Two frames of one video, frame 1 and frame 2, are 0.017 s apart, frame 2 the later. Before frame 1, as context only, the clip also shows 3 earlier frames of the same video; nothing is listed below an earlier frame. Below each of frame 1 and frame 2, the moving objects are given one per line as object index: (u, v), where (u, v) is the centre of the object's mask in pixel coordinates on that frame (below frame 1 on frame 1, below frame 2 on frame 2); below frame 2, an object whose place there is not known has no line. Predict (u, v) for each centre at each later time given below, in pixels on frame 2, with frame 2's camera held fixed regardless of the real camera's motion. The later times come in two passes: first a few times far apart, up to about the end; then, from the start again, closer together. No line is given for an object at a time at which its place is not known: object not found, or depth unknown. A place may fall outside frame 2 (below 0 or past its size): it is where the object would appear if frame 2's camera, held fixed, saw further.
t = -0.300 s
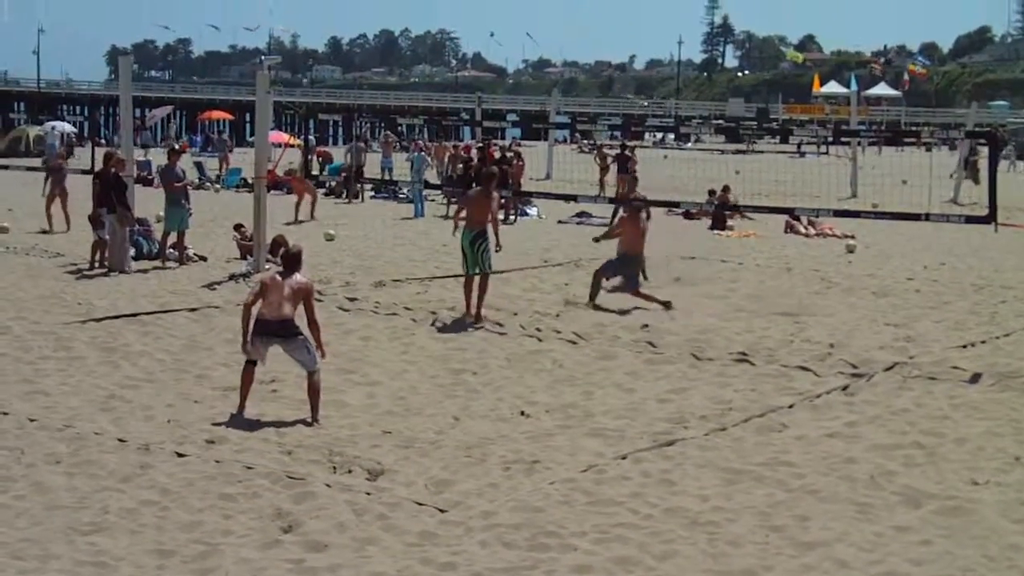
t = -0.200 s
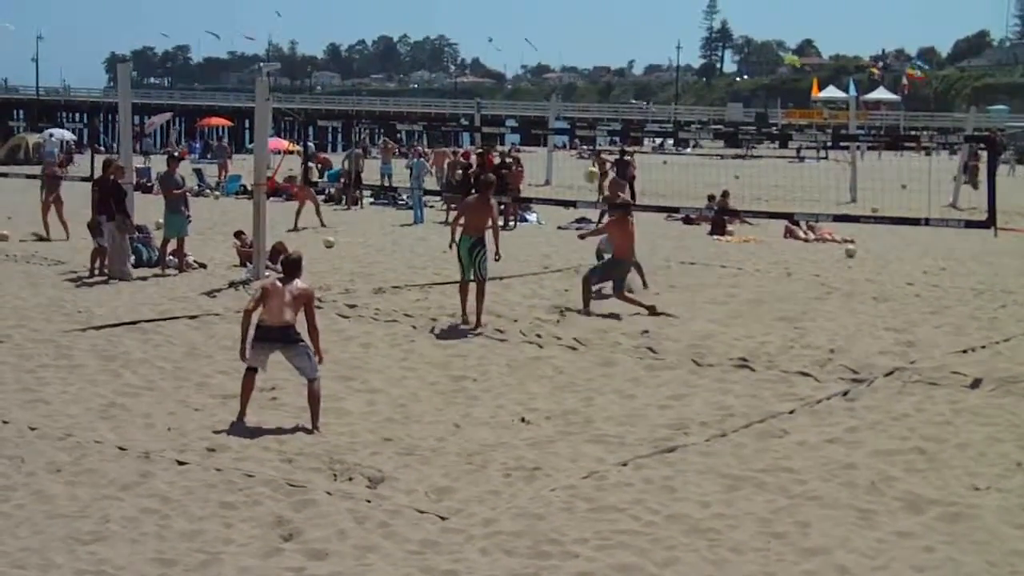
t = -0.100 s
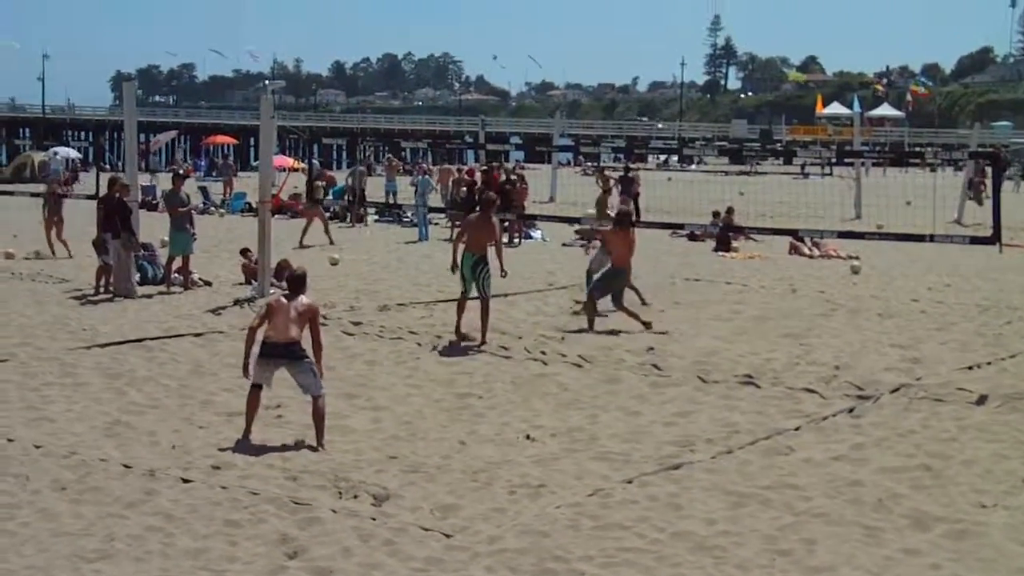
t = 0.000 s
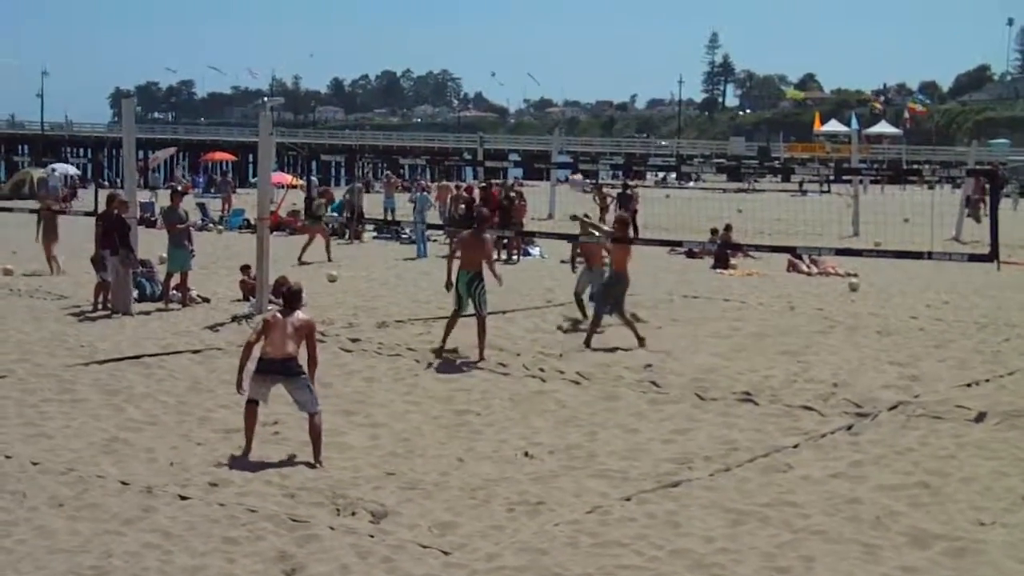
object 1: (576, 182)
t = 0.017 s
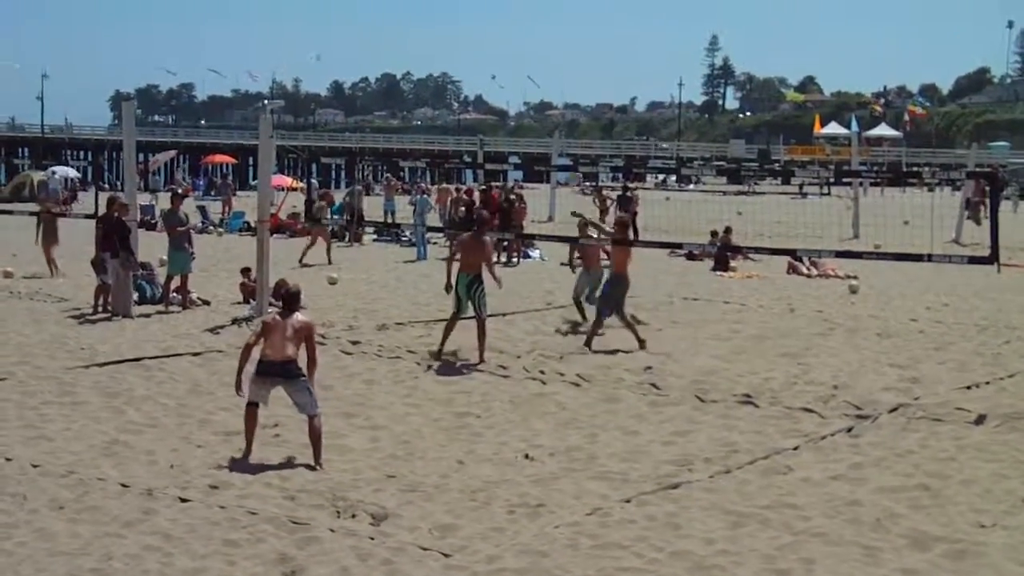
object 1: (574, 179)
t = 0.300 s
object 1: (542, 78)
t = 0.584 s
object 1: (518, 42)
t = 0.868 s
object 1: (500, 66)
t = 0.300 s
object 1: (542, 78)
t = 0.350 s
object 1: (538, 67)
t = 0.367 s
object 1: (537, 63)
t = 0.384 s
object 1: (535, 60)
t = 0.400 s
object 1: (533, 57)
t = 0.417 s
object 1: (532, 55)
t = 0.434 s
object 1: (530, 53)
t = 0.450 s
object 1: (529, 51)
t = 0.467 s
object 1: (527, 48)
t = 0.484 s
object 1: (526, 47)
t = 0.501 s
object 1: (525, 46)
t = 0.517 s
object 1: (523, 44)
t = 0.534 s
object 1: (522, 44)
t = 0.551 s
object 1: (521, 43)
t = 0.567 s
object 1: (520, 42)
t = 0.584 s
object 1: (518, 42)
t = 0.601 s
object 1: (517, 42)
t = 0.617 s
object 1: (516, 42)
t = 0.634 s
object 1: (514, 42)
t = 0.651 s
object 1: (513, 42)
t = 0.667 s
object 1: (512, 42)
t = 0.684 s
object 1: (511, 43)
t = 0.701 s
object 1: (510, 44)
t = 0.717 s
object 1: (509, 45)
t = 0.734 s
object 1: (508, 47)
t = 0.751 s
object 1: (506, 48)
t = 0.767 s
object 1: (505, 51)
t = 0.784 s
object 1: (504, 53)
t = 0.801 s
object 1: (503, 55)
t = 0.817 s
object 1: (502, 58)
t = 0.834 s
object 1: (501, 61)
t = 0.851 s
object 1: (501, 63)
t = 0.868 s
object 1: (500, 66)
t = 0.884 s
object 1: (499, 70)
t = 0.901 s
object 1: (498, 72)
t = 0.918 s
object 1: (497, 77)
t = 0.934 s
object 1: (496, 81)
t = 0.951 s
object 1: (495, 85)
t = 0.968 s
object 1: (495, 89)
